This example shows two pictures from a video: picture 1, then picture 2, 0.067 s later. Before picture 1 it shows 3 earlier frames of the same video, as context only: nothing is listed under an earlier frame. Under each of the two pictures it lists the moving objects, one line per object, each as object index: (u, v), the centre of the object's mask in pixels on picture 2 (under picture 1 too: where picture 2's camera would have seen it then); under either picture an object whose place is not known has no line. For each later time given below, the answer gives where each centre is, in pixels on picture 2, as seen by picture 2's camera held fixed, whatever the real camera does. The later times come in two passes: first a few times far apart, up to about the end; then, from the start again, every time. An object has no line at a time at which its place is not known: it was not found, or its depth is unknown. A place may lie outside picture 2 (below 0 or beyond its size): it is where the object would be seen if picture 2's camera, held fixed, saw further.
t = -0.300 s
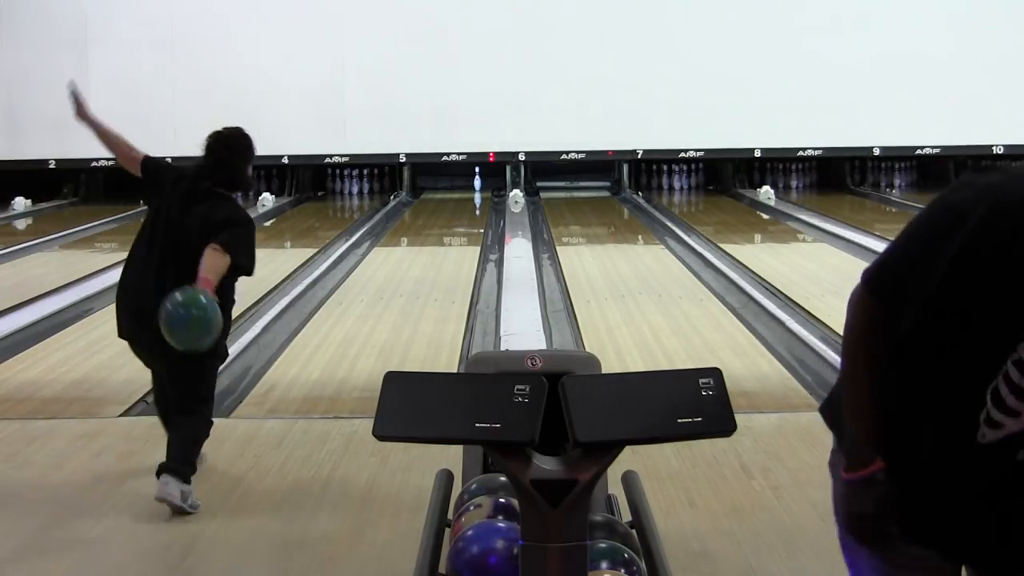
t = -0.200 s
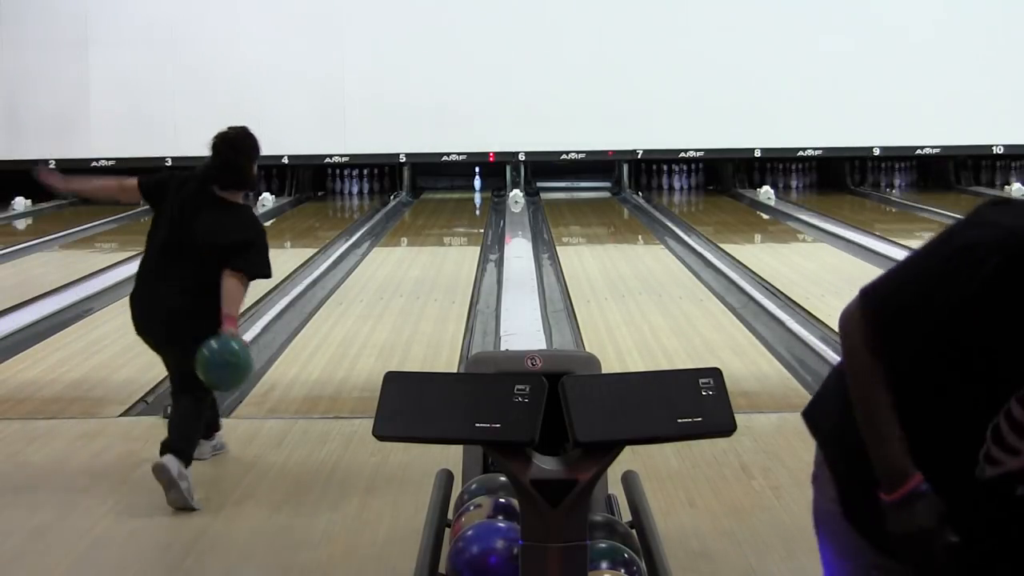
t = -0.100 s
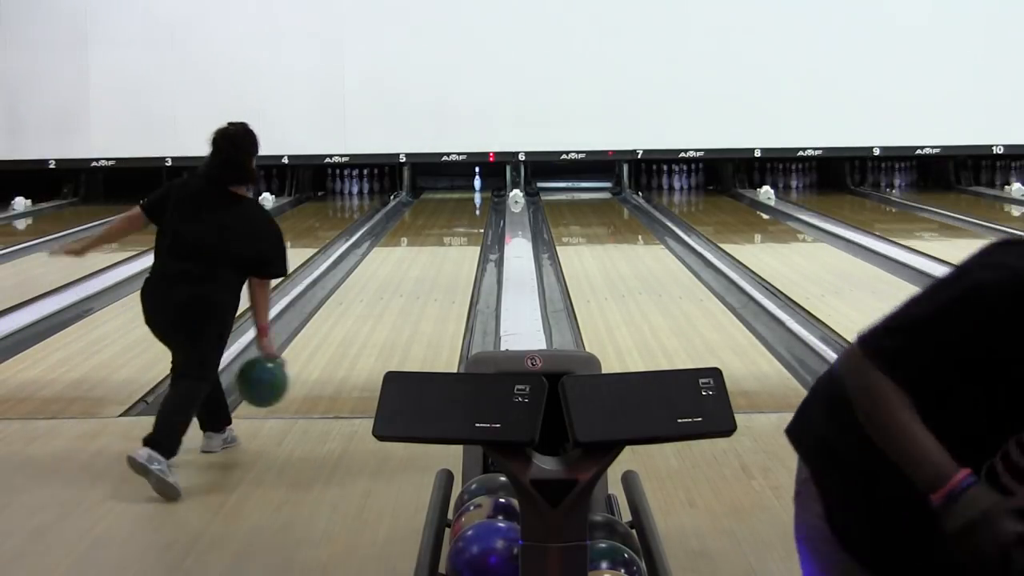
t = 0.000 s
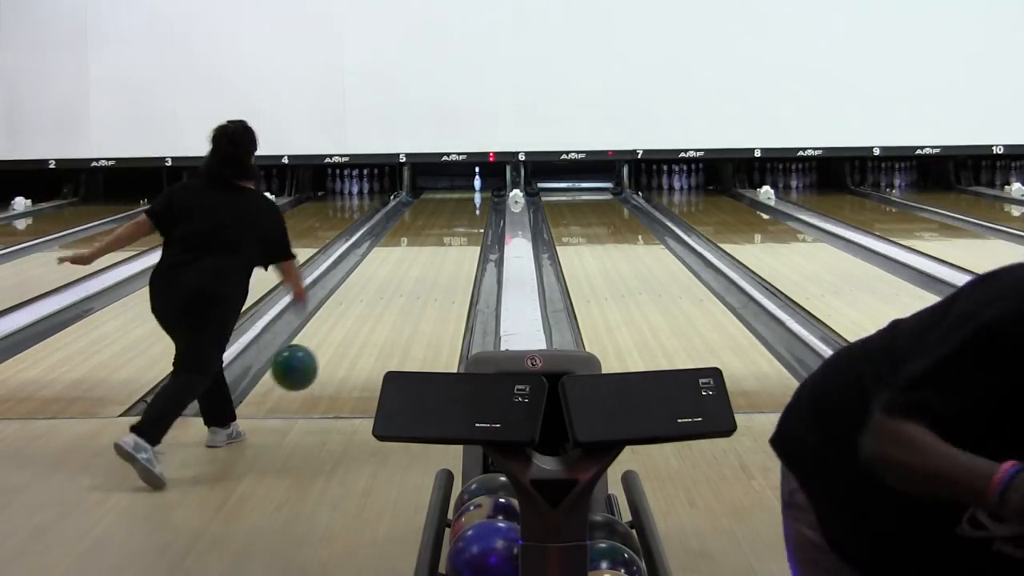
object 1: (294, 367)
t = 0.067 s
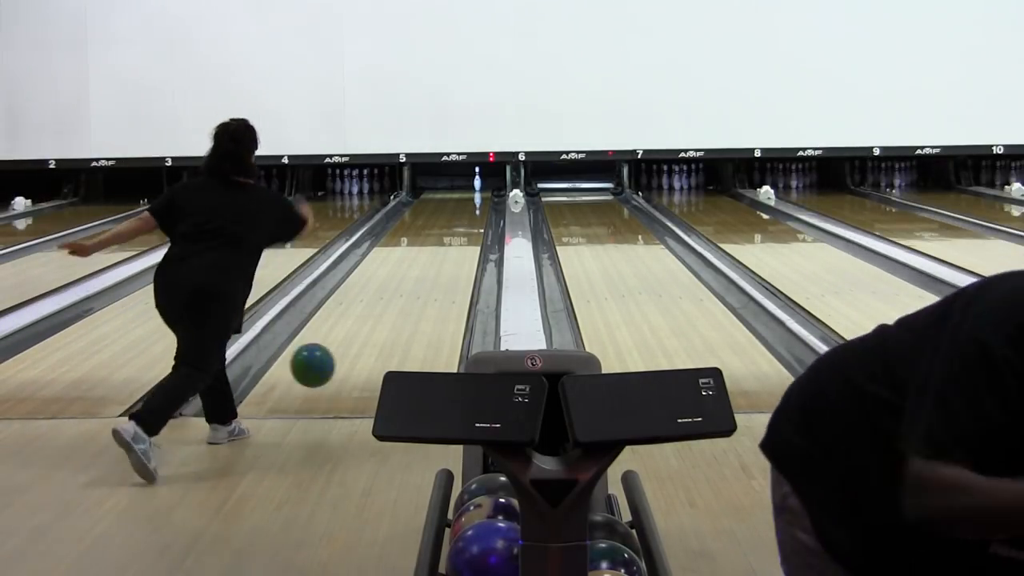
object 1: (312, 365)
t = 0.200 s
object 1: (343, 356)
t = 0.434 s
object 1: (382, 316)
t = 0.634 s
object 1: (407, 290)
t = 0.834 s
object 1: (426, 270)
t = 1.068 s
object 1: (444, 252)
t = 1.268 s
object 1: (456, 238)
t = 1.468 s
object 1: (466, 227)
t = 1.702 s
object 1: (475, 217)
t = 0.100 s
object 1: (320, 367)
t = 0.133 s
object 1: (329, 371)
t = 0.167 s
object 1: (336, 364)
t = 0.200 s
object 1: (343, 356)
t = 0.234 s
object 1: (349, 351)
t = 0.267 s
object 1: (355, 345)
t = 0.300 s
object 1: (361, 338)
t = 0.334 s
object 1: (367, 332)
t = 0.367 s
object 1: (372, 327)
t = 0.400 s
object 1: (377, 321)
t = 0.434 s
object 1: (382, 316)
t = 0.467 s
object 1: (386, 311)
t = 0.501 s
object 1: (391, 307)
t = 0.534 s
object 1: (395, 302)
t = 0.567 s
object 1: (399, 298)
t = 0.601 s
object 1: (403, 294)
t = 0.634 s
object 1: (407, 290)
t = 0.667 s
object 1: (410, 286)
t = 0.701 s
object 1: (414, 283)
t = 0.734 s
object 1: (417, 280)
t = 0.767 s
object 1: (420, 276)
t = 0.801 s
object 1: (424, 273)
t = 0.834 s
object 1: (426, 270)
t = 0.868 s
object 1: (429, 267)
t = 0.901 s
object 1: (432, 264)
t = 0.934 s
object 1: (435, 262)
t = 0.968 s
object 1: (437, 259)
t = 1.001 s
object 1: (440, 256)
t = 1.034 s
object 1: (442, 254)
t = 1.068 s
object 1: (444, 252)
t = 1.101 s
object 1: (447, 249)
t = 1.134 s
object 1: (449, 247)
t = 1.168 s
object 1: (450, 245)
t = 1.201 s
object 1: (453, 243)
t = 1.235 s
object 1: (455, 240)
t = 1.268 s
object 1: (456, 238)
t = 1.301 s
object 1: (457, 236)
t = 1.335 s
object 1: (460, 234)
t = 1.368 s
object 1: (462, 232)
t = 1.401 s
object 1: (464, 231)
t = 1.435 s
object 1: (465, 229)
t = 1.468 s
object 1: (466, 227)
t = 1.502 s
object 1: (468, 226)
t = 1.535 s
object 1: (469, 224)
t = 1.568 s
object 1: (471, 222)
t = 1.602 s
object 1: (472, 221)
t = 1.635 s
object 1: (473, 219)
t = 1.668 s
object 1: (474, 218)
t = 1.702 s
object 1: (475, 217)
